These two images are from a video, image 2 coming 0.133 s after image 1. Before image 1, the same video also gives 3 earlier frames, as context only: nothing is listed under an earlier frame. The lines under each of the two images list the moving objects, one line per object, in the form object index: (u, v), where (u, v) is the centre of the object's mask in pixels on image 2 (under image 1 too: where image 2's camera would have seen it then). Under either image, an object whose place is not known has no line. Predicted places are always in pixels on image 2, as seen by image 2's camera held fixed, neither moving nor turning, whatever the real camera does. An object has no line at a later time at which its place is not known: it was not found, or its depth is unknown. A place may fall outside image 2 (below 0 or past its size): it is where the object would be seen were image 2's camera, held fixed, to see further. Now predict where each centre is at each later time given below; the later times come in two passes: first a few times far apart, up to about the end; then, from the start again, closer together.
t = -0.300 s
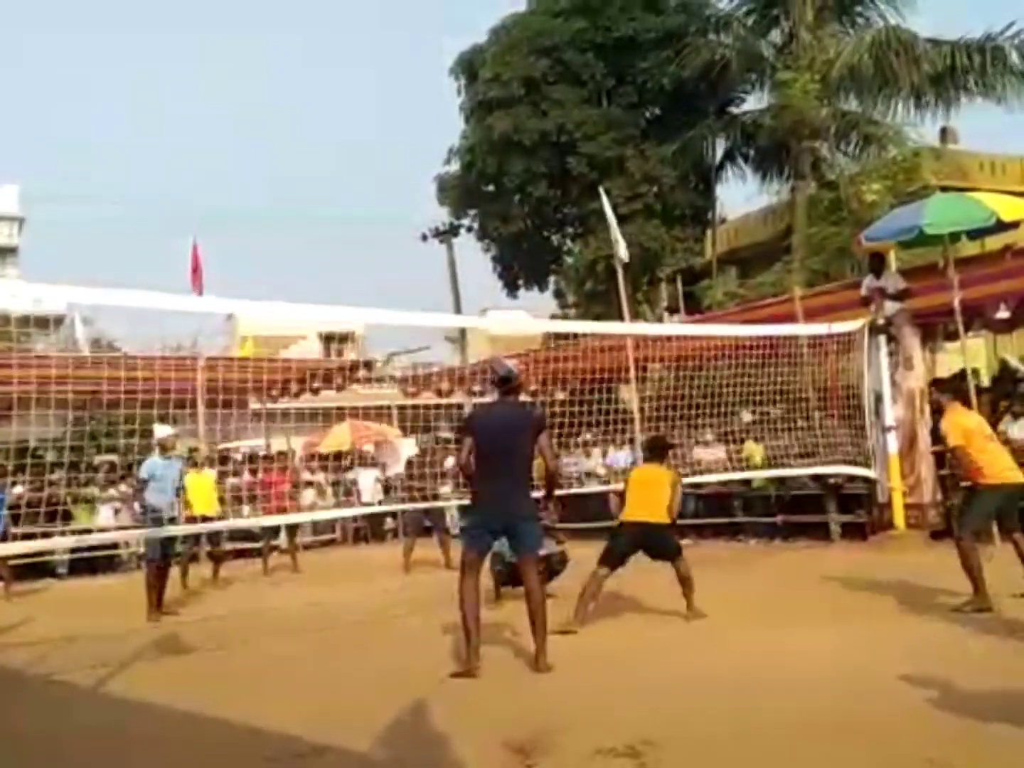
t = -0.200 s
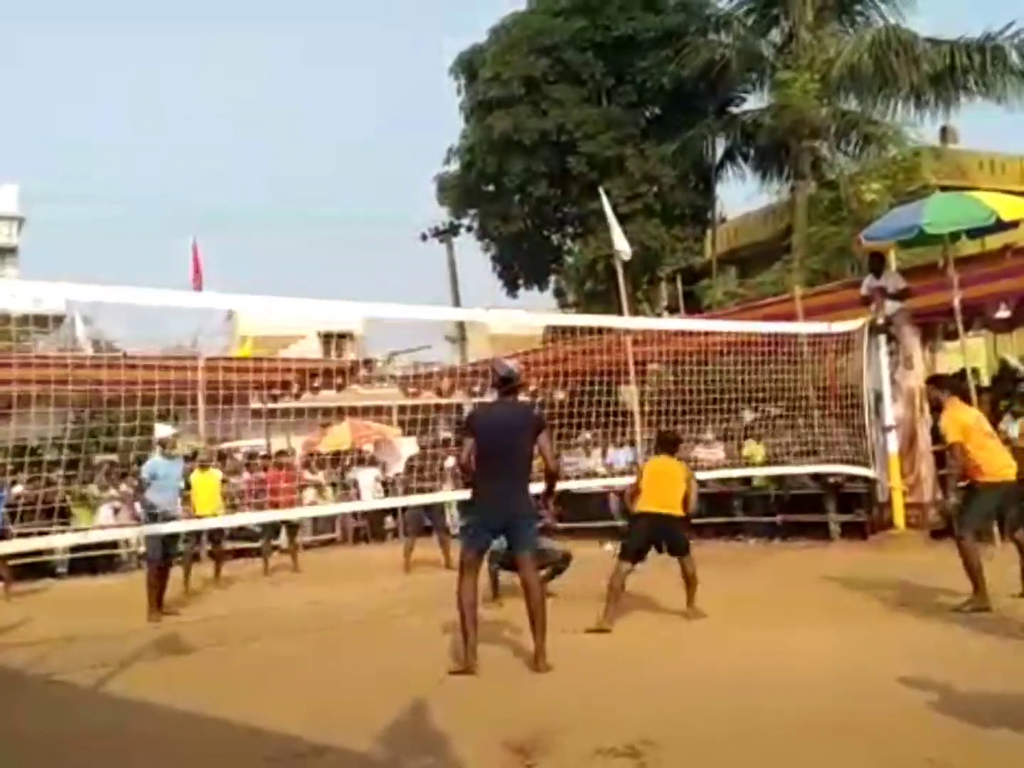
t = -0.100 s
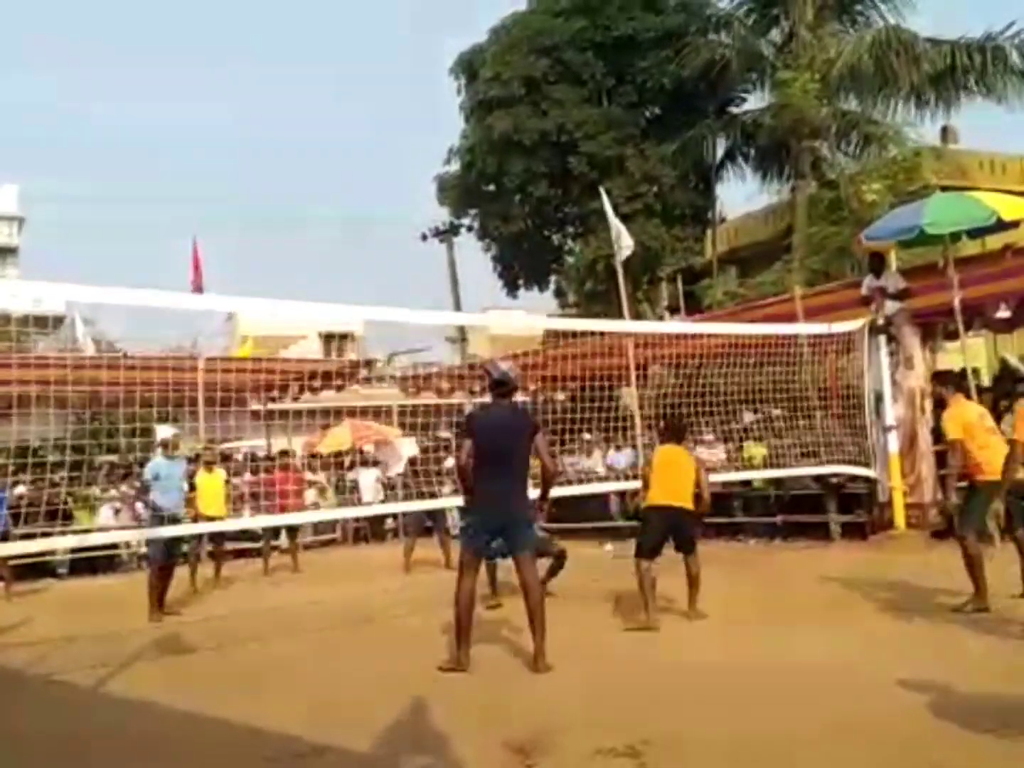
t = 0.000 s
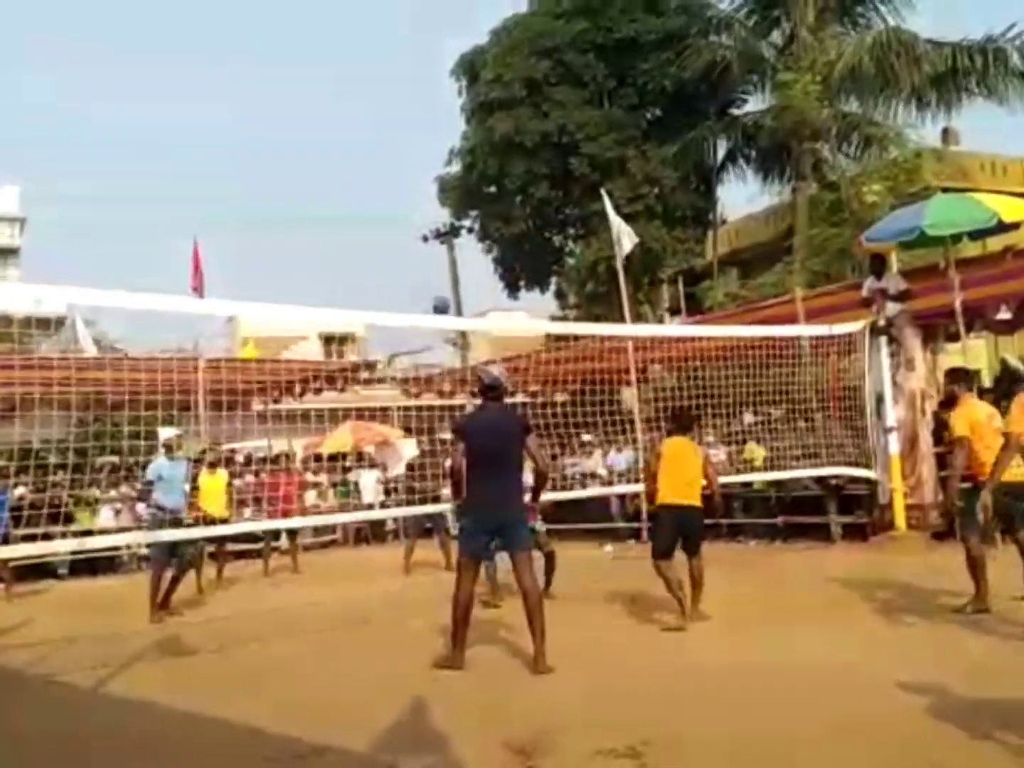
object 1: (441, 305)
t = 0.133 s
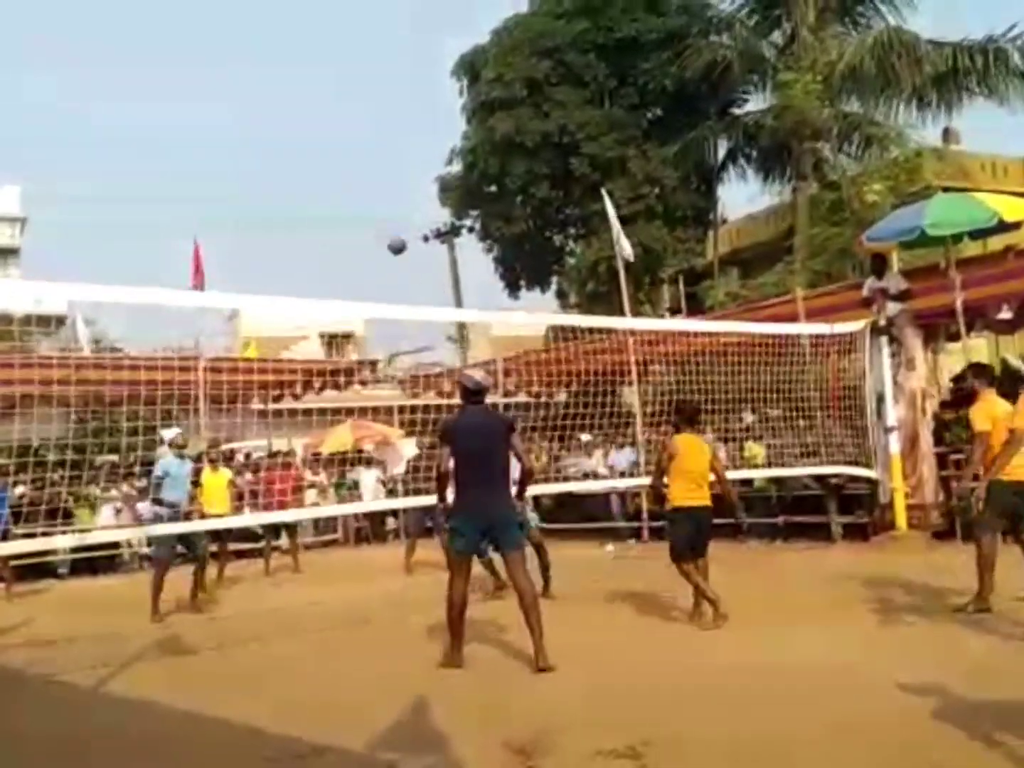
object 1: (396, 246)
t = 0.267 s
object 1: (354, 207)
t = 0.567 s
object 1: (266, 190)
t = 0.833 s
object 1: (195, 252)
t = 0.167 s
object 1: (386, 234)
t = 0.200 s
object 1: (375, 224)
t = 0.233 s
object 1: (365, 215)
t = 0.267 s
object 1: (354, 207)
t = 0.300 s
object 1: (344, 201)
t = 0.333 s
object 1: (334, 196)
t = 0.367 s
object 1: (324, 191)
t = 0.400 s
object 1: (313, 188)
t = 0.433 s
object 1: (303, 186)
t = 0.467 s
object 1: (294, 185)
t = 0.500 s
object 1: (285, 185)
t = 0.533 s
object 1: (275, 187)
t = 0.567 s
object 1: (266, 190)
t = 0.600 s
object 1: (257, 194)
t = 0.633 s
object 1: (248, 199)
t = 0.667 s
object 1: (239, 205)
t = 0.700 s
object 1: (230, 212)
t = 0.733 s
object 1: (221, 221)
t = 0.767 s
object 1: (212, 230)
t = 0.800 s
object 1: (203, 240)
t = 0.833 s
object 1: (195, 252)
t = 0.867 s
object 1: (186, 265)
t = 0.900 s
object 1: (178, 279)
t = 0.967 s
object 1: (162, 313)
